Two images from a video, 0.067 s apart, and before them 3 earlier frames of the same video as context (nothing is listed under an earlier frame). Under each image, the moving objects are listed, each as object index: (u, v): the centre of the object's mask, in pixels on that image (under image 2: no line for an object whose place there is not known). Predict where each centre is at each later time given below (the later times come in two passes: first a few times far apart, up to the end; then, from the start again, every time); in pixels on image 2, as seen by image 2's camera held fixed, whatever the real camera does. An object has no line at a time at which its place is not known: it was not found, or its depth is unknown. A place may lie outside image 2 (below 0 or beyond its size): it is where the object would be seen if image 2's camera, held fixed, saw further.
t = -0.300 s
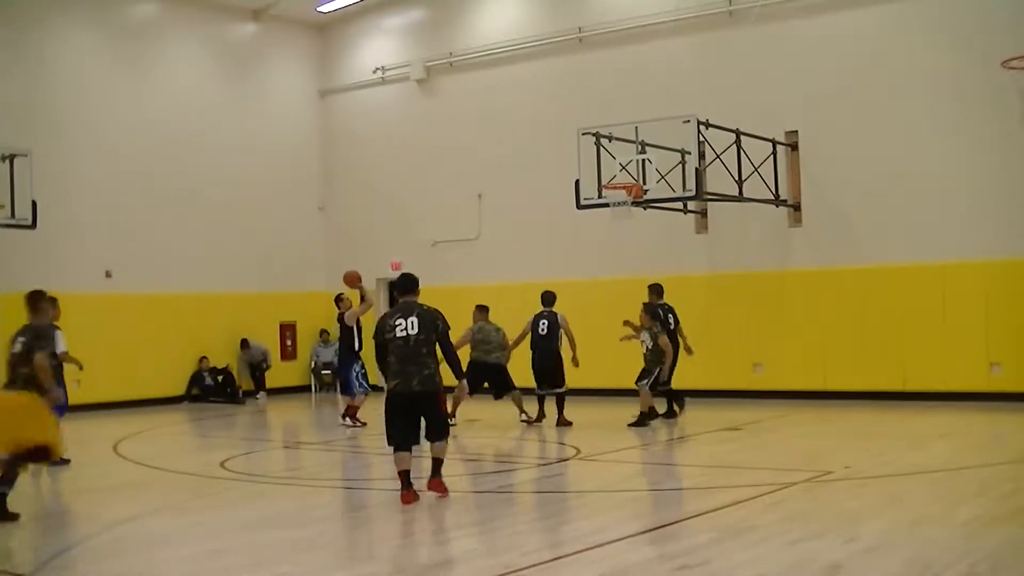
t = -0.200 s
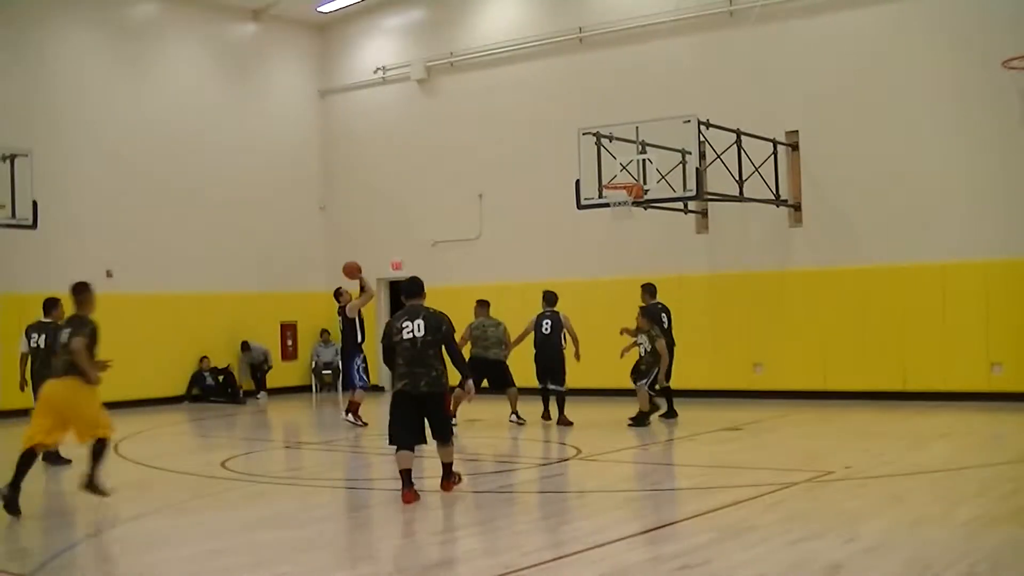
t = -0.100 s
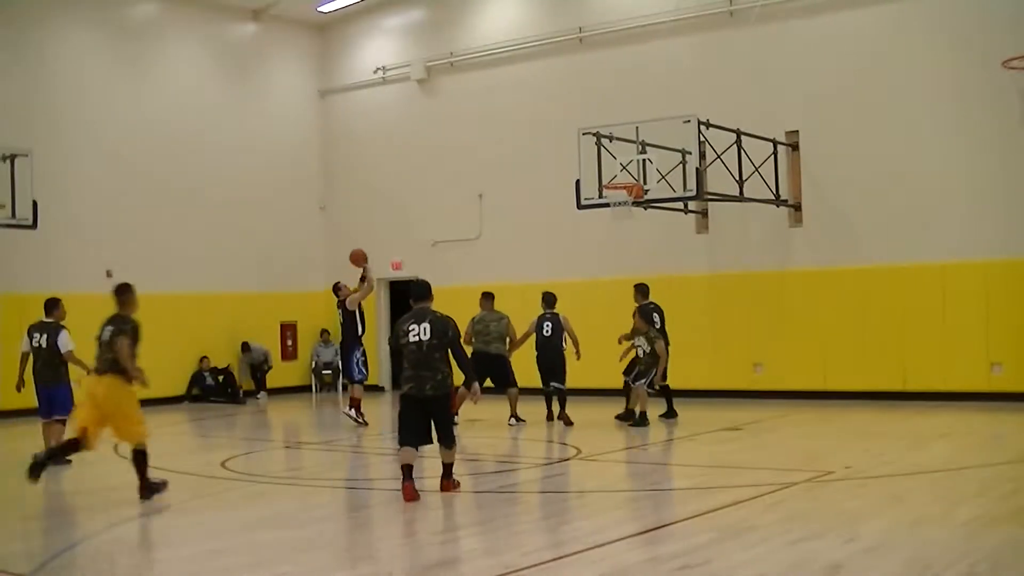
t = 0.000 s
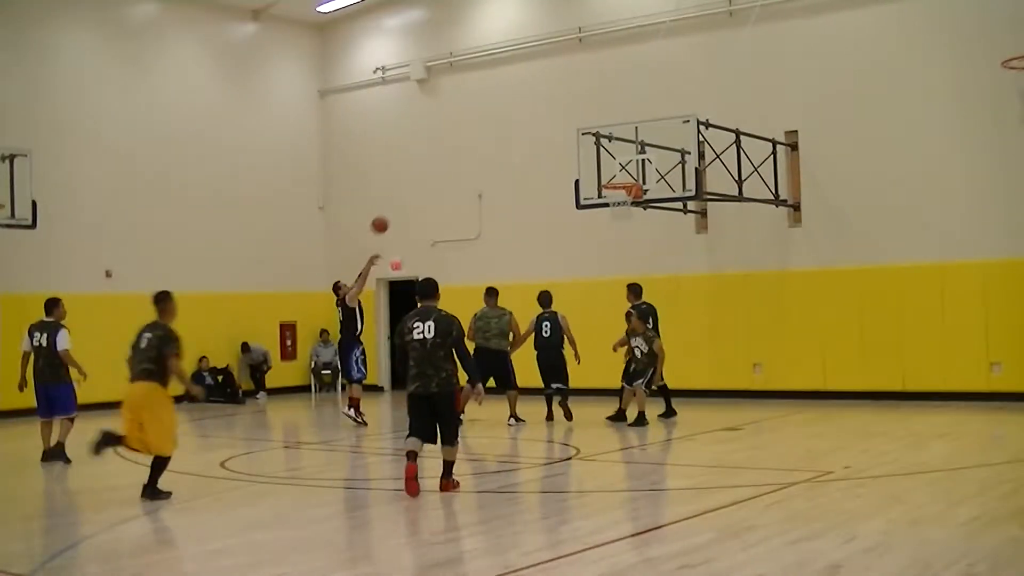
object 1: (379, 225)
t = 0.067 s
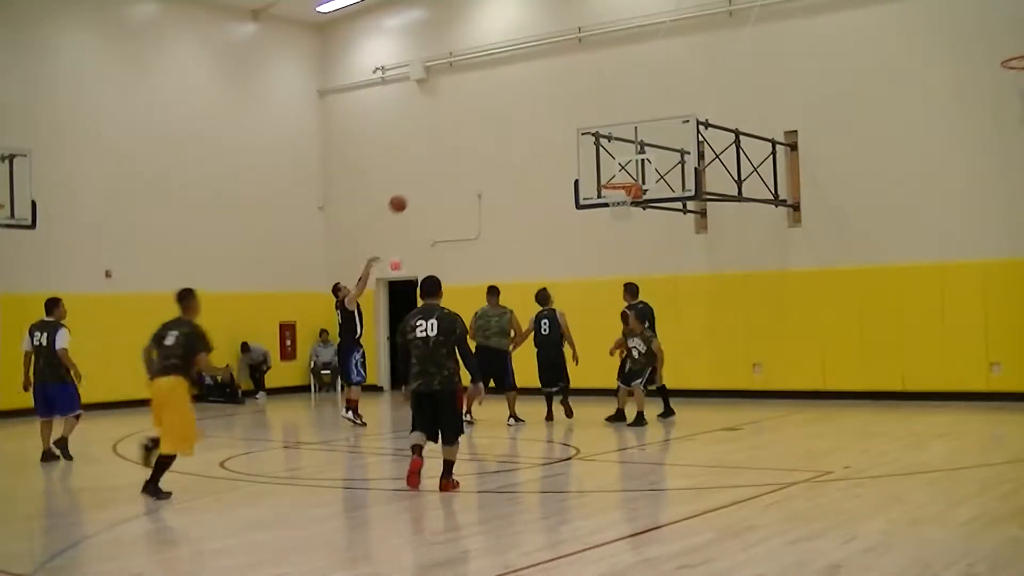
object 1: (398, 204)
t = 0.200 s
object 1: (435, 171)
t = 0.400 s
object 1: (491, 147)
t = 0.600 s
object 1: (549, 152)
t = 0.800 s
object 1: (592, 175)
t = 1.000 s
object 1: (569, 153)
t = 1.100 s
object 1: (557, 154)
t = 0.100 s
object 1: (407, 194)
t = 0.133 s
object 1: (416, 186)
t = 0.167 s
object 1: (425, 178)
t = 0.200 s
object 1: (435, 171)
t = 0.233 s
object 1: (445, 165)
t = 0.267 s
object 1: (454, 159)
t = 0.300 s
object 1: (463, 155)
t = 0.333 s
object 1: (473, 151)
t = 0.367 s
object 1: (482, 148)
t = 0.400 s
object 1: (491, 147)
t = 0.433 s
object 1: (501, 145)
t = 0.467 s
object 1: (510, 145)
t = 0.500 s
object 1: (520, 145)
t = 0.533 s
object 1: (529, 147)
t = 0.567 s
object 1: (539, 149)
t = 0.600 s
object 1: (549, 152)
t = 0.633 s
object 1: (559, 156)
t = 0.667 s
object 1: (569, 161)
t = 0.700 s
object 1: (578, 166)
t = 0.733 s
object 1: (587, 172)
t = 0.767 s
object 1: (596, 179)
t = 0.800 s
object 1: (592, 175)
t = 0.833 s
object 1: (589, 169)
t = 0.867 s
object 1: (584, 164)
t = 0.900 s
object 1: (580, 160)
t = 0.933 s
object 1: (577, 157)
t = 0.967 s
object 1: (573, 155)
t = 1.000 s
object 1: (569, 153)
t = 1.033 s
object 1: (565, 153)
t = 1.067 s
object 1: (561, 153)
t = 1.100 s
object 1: (557, 154)
